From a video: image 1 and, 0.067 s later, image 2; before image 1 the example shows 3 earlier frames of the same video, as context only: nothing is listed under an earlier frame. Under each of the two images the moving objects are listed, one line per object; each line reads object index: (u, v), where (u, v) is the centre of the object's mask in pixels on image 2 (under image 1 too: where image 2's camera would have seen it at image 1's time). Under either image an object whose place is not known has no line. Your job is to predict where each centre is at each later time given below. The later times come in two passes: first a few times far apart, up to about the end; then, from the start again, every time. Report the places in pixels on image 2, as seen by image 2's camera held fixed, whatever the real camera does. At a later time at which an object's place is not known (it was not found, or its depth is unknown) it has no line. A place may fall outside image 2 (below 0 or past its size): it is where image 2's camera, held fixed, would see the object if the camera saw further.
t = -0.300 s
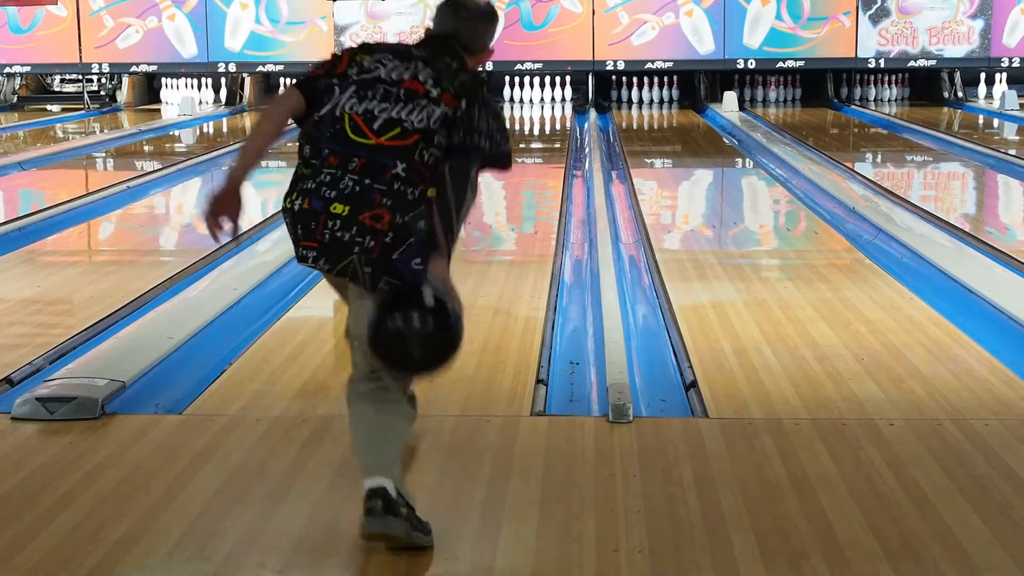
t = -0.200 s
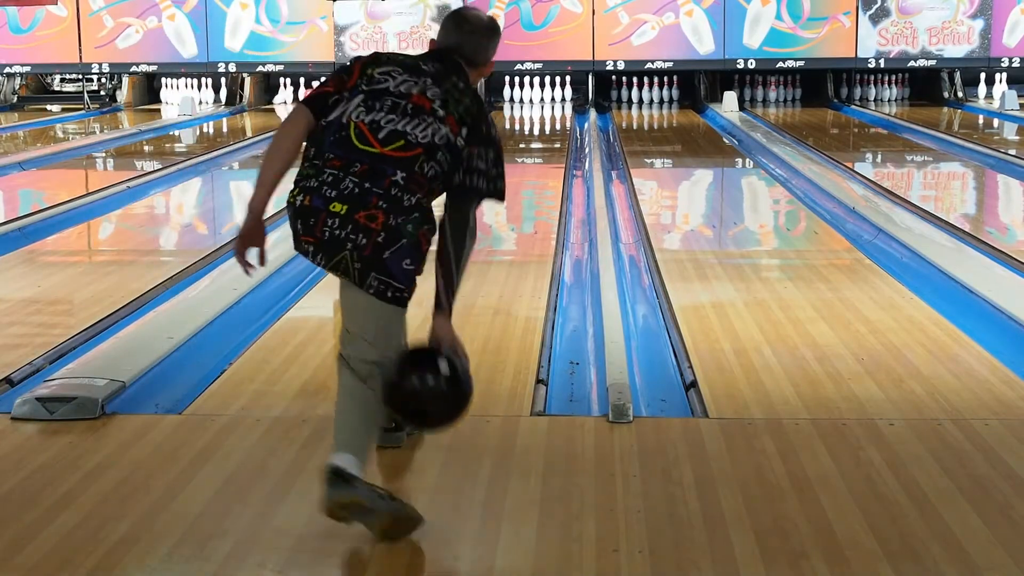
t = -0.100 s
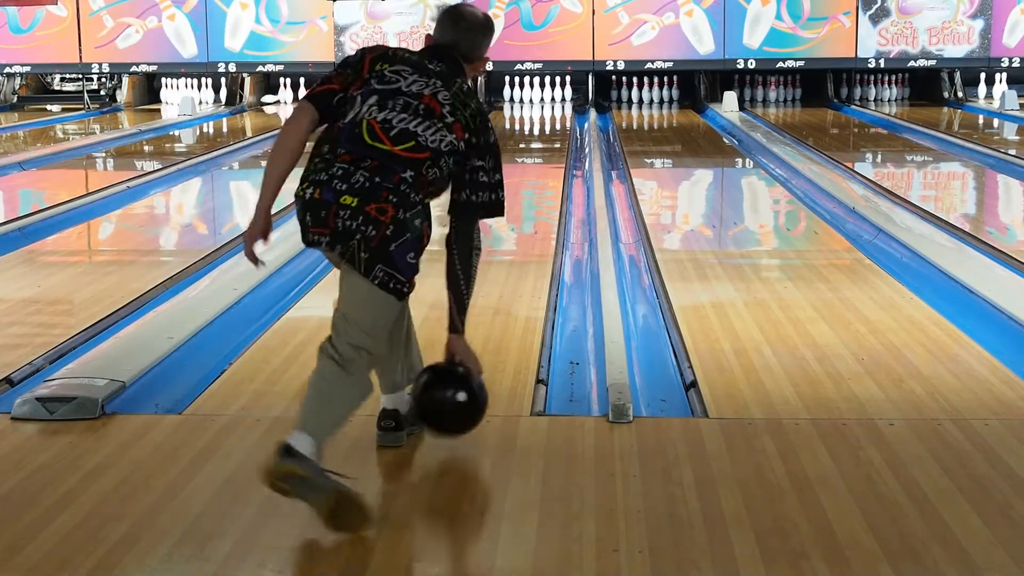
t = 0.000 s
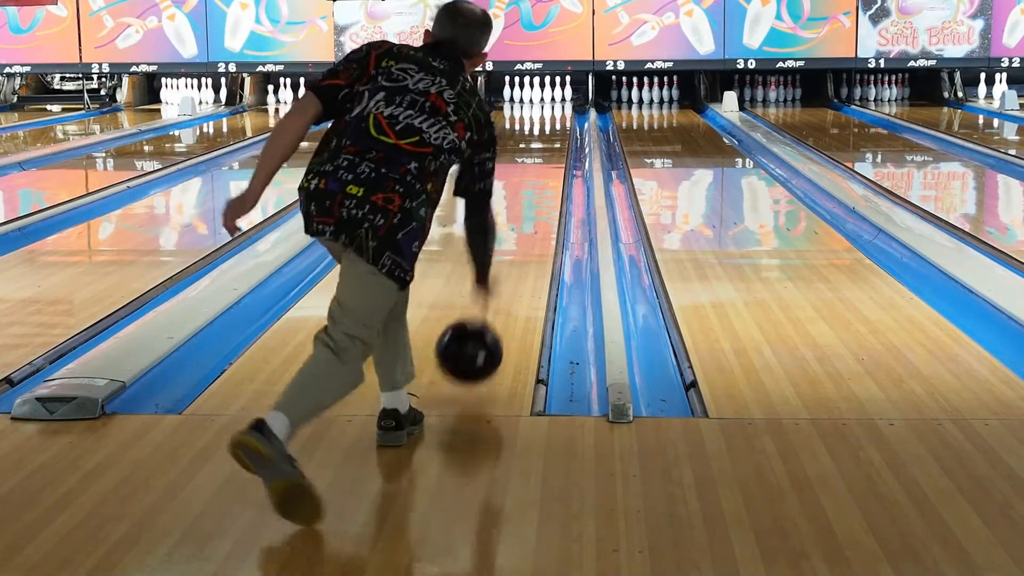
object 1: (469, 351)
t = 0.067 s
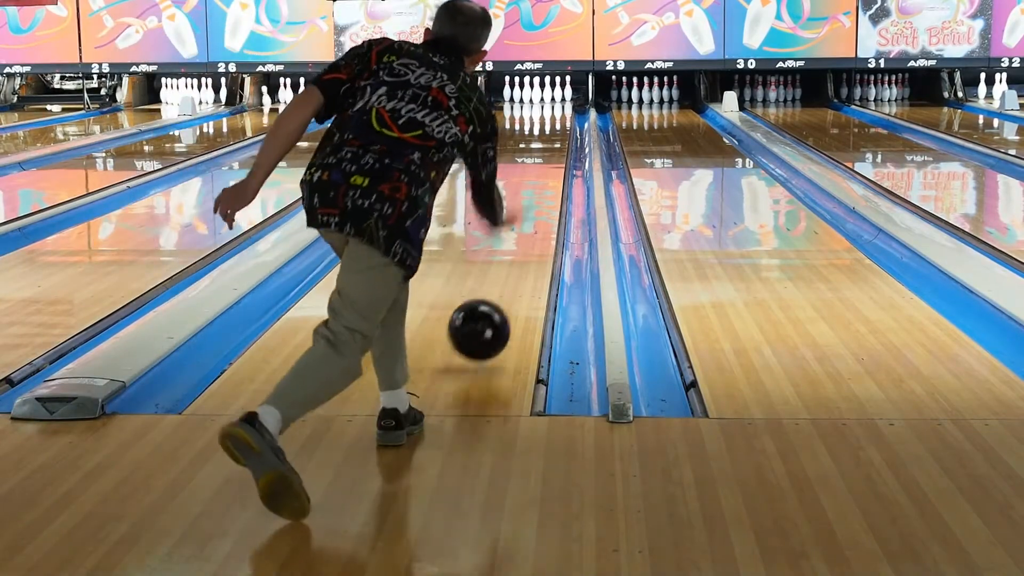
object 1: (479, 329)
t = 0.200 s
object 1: (495, 297)
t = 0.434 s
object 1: (514, 247)
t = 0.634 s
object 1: (525, 217)
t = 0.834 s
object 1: (532, 195)
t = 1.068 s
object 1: (537, 174)
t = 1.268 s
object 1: (540, 160)
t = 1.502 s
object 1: (542, 147)
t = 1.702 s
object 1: (544, 137)
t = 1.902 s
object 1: (544, 129)
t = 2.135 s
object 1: (545, 121)
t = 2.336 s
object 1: (546, 115)
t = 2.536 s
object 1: (546, 110)
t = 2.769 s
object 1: (546, 105)
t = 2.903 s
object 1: (546, 102)
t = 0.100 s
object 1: (483, 325)
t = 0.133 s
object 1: (488, 315)
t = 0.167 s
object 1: (491, 305)
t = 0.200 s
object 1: (495, 297)
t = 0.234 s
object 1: (498, 289)
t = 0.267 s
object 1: (501, 281)
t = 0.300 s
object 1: (504, 273)
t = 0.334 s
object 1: (507, 266)
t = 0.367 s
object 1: (510, 260)
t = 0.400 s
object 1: (512, 254)
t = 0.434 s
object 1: (514, 247)
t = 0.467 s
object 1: (516, 242)
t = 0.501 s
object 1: (518, 236)
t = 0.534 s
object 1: (520, 231)
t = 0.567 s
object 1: (522, 226)
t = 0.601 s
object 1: (523, 222)
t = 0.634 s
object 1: (525, 217)
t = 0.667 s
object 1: (526, 213)
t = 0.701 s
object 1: (527, 209)
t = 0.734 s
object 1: (529, 205)
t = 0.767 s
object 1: (530, 202)
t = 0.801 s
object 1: (531, 198)
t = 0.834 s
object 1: (532, 195)
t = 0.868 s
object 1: (533, 192)
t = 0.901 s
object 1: (534, 189)
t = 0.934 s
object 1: (534, 185)
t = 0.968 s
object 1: (535, 183)
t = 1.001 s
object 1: (536, 180)
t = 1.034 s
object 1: (536, 177)
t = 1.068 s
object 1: (537, 174)
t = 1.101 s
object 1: (538, 171)
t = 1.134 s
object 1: (538, 169)
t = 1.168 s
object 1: (539, 166)
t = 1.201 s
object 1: (539, 164)
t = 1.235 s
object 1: (539, 161)
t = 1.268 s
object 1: (540, 160)
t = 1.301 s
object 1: (540, 157)
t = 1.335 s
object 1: (541, 155)
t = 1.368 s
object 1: (541, 153)
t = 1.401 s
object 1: (541, 152)
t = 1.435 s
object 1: (542, 150)
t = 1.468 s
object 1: (542, 148)
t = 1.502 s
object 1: (542, 147)
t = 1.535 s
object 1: (543, 145)
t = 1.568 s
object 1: (543, 143)
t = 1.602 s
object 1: (543, 142)
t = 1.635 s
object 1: (543, 140)
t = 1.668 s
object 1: (544, 139)
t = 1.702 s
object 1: (544, 137)
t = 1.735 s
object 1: (544, 135)
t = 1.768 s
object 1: (544, 134)
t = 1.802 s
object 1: (544, 133)
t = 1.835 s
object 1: (544, 132)
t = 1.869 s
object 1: (545, 130)
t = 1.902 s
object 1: (544, 129)
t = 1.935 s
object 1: (545, 128)
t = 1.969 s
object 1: (545, 127)
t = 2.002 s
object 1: (545, 125)
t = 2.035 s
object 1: (545, 125)
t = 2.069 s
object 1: (545, 124)
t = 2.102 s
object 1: (545, 122)
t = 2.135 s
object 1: (545, 121)
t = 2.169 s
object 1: (546, 120)
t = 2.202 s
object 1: (546, 120)
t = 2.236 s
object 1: (546, 119)
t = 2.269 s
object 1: (546, 117)
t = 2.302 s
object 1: (546, 116)
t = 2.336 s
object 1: (546, 115)
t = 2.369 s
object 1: (546, 114)
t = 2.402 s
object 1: (546, 113)
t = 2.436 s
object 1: (546, 112)
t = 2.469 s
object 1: (546, 112)
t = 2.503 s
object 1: (546, 111)
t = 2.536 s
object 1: (546, 110)
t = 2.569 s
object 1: (546, 109)
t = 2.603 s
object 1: (546, 108)
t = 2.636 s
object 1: (546, 108)
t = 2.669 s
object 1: (546, 107)
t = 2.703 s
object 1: (546, 106)
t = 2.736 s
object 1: (546, 105)
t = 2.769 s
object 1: (546, 105)
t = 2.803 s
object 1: (546, 104)
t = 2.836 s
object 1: (546, 103)
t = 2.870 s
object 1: (545, 103)
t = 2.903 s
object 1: (546, 102)
